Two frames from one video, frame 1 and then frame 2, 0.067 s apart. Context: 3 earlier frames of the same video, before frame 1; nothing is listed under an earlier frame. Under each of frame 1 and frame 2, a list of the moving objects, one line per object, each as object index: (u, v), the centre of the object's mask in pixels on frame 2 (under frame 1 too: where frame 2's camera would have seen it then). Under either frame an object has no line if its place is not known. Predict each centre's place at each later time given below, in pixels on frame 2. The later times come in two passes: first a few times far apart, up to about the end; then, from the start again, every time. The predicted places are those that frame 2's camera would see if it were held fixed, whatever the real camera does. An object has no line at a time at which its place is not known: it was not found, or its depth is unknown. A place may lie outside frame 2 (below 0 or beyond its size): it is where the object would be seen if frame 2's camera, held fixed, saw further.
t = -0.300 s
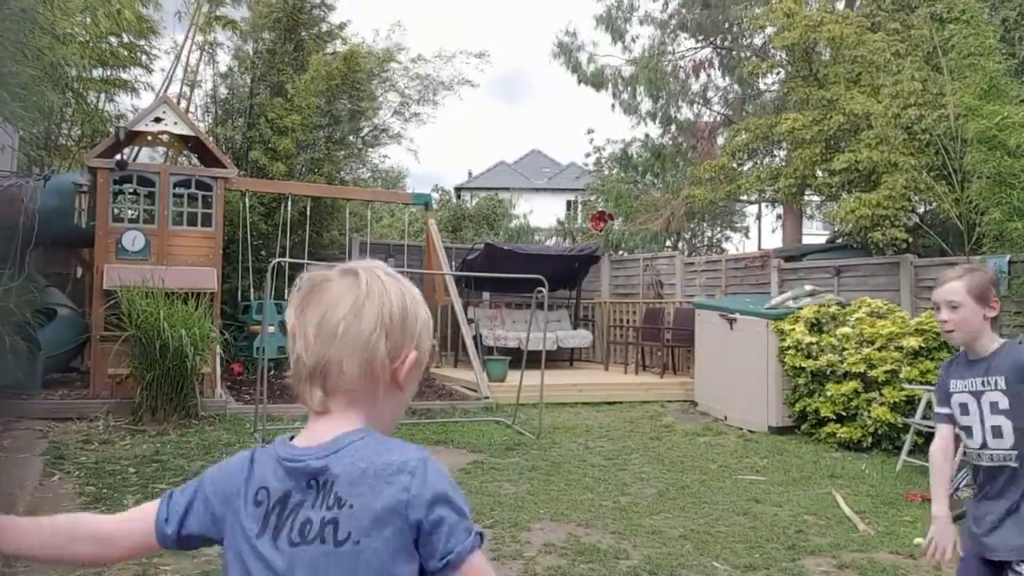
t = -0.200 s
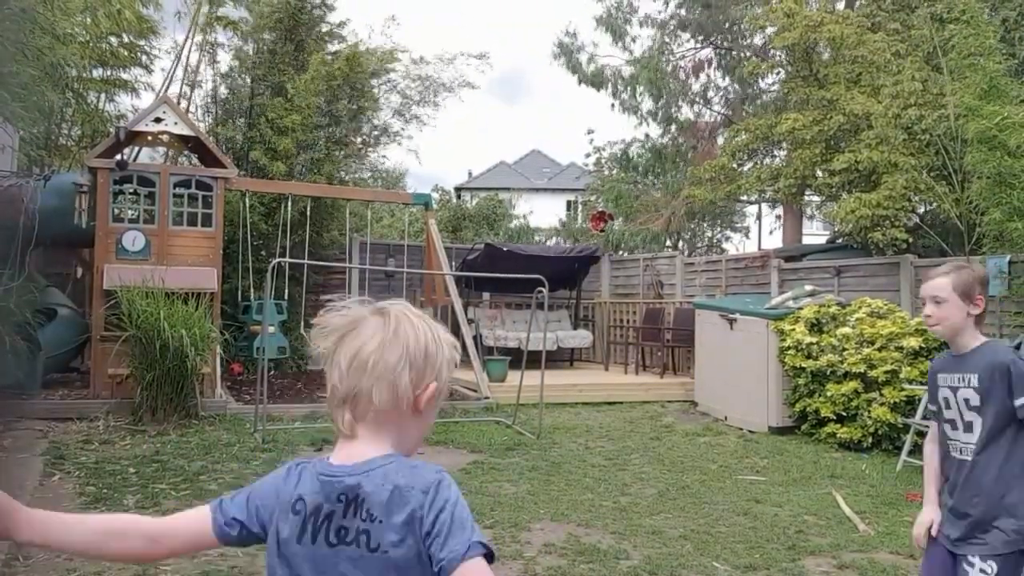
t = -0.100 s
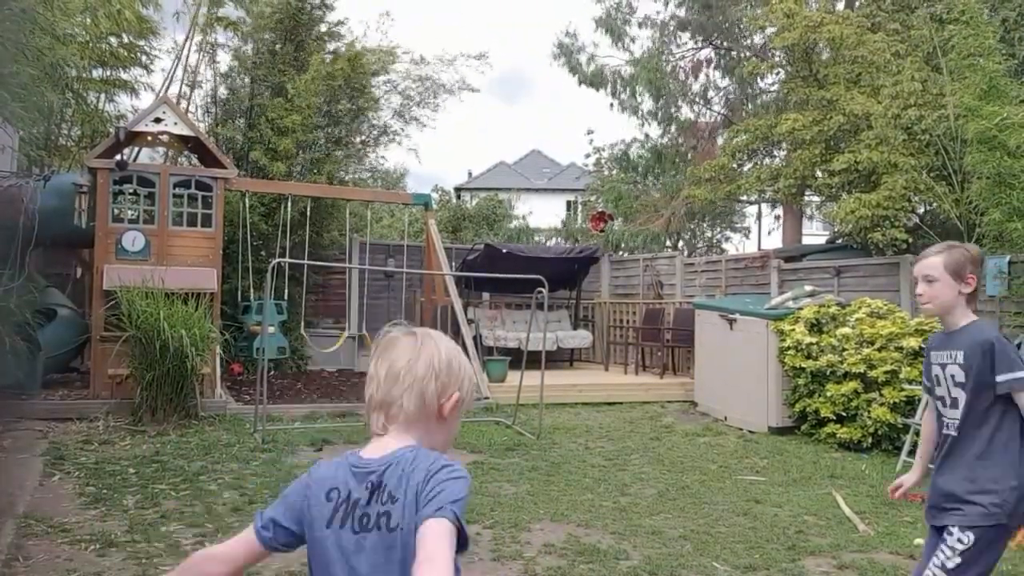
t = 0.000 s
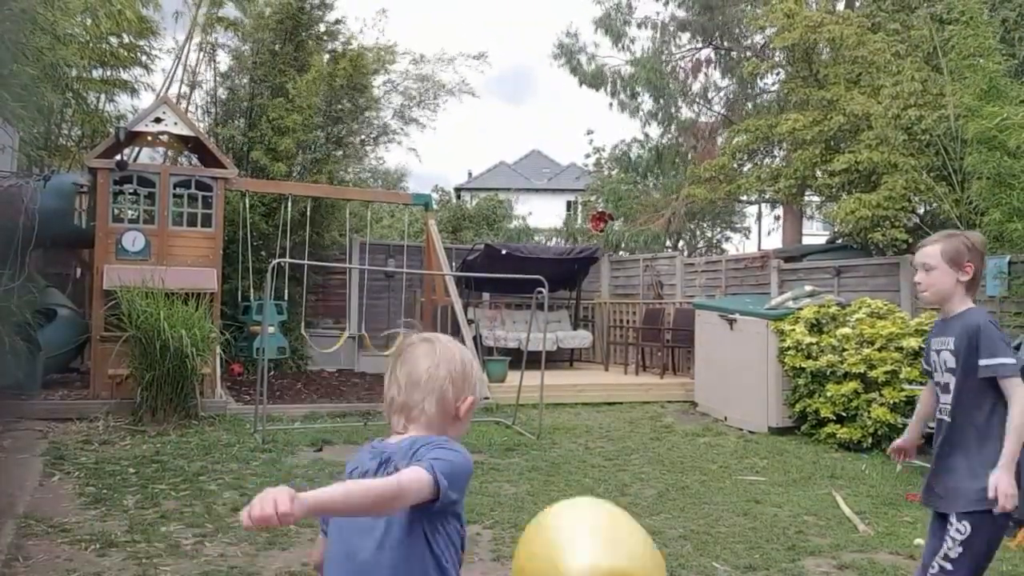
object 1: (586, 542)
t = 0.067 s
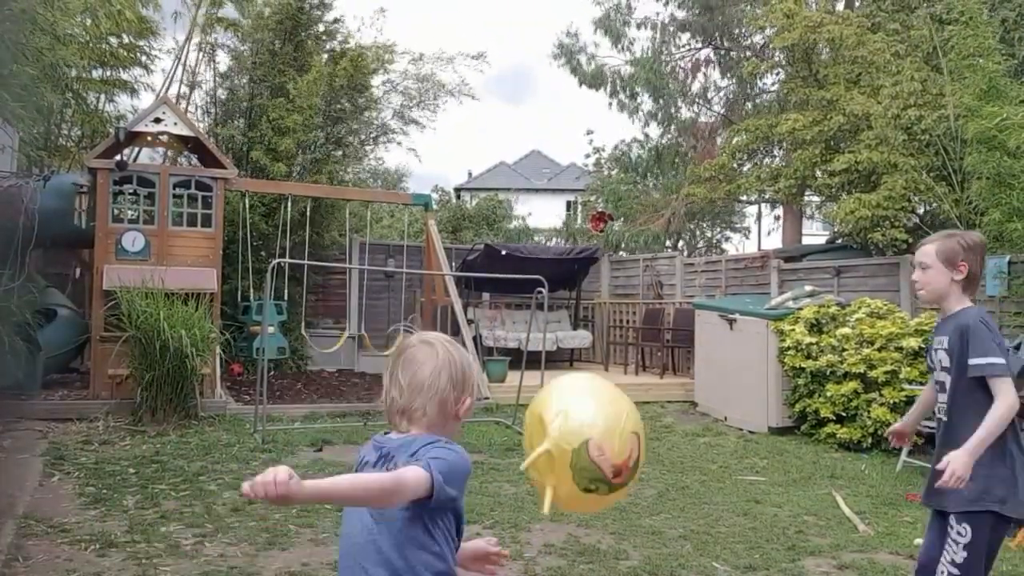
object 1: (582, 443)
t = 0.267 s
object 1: (576, 288)
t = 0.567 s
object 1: (587, 290)
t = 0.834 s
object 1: (610, 365)
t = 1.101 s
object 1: (628, 398)
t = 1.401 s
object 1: (637, 370)
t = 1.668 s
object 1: (648, 387)
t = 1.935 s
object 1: (679, 396)
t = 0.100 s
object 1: (579, 395)
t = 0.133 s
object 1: (578, 361)
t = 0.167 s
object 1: (577, 334)
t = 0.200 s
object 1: (576, 314)
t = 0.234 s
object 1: (577, 299)
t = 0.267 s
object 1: (576, 288)
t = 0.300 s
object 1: (575, 279)
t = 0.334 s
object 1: (576, 274)
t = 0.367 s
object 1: (578, 272)
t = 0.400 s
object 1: (579, 272)
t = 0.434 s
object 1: (581, 273)
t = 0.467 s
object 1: (582, 275)
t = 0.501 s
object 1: (583, 279)
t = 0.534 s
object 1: (585, 284)
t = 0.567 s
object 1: (587, 290)
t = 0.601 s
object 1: (589, 297)
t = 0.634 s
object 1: (592, 305)
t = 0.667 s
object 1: (595, 313)
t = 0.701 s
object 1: (598, 322)
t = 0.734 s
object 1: (601, 332)
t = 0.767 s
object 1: (603, 342)
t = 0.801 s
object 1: (607, 353)
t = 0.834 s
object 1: (610, 365)
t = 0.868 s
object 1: (614, 377)
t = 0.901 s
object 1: (616, 390)
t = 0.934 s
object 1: (619, 403)
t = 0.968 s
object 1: (622, 417)
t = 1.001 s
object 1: (625, 424)
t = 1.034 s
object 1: (626, 416)
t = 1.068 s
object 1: (628, 408)
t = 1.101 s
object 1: (628, 398)
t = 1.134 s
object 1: (630, 390)
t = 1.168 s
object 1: (630, 383)
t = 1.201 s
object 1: (632, 379)
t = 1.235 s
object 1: (633, 375)
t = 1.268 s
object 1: (634, 372)
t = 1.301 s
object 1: (634, 369)
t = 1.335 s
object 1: (635, 369)
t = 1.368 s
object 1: (636, 369)
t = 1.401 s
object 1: (637, 370)
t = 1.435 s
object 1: (638, 371)
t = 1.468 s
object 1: (638, 374)
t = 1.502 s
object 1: (639, 378)
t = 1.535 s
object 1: (639, 382)
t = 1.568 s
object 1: (641, 388)
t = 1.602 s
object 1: (642, 391)
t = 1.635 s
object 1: (644, 388)
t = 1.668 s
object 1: (648, 387)
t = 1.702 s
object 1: (652, 385)
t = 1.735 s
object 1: (656, 384)
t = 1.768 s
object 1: (660, 384)
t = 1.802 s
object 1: (664, 385)
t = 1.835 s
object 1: (668, 387)
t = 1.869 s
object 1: (672, 390)
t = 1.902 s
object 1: (676, 393)
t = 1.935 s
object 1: (679, 396)
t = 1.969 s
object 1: (679, 395)
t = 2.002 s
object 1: (679, 394)
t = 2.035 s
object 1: (679, 394)
